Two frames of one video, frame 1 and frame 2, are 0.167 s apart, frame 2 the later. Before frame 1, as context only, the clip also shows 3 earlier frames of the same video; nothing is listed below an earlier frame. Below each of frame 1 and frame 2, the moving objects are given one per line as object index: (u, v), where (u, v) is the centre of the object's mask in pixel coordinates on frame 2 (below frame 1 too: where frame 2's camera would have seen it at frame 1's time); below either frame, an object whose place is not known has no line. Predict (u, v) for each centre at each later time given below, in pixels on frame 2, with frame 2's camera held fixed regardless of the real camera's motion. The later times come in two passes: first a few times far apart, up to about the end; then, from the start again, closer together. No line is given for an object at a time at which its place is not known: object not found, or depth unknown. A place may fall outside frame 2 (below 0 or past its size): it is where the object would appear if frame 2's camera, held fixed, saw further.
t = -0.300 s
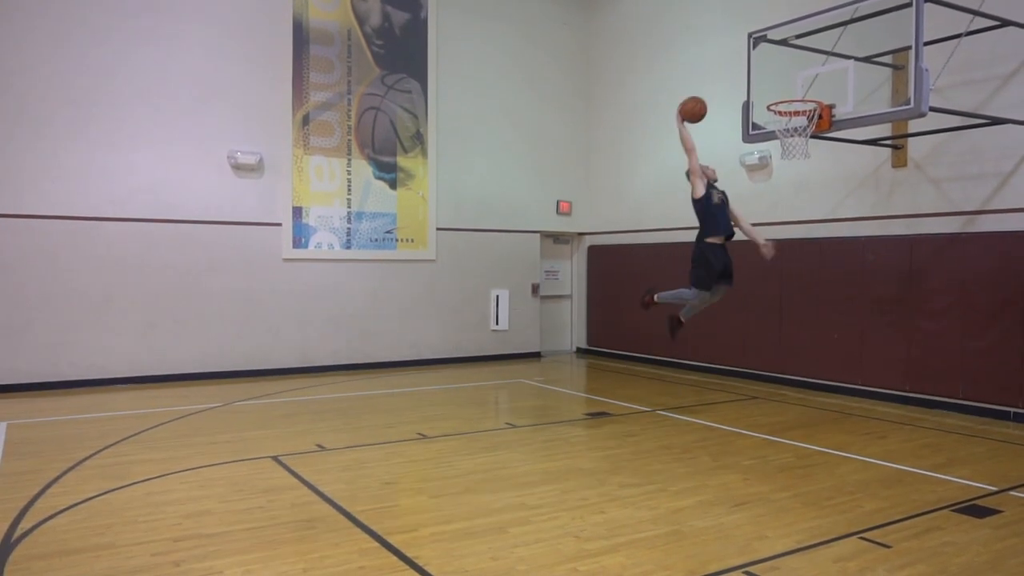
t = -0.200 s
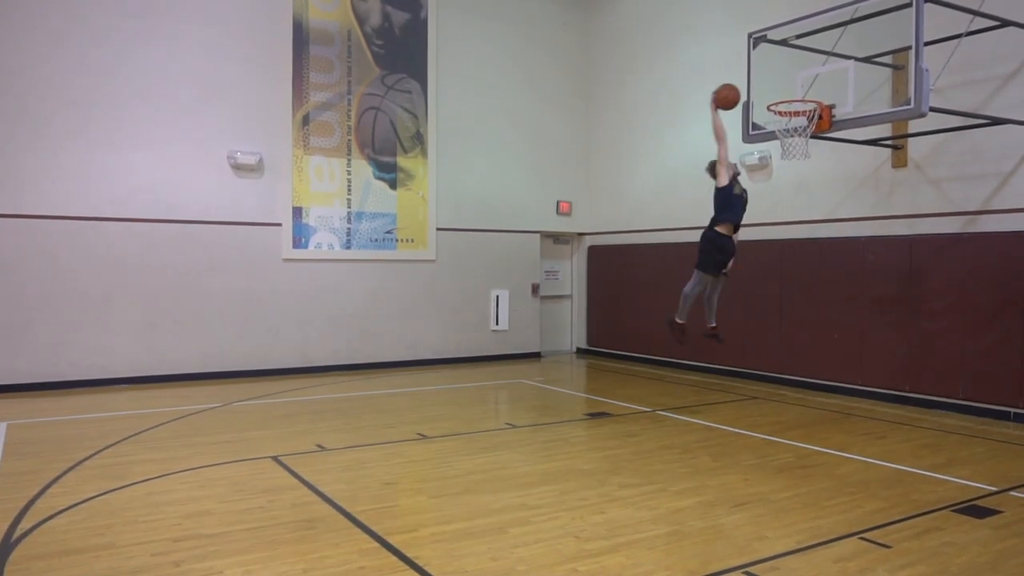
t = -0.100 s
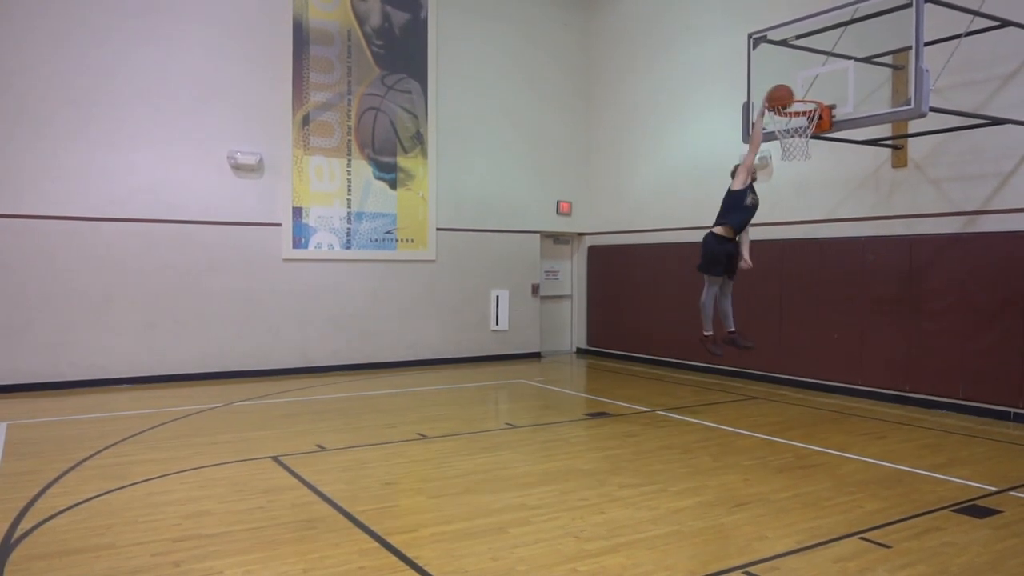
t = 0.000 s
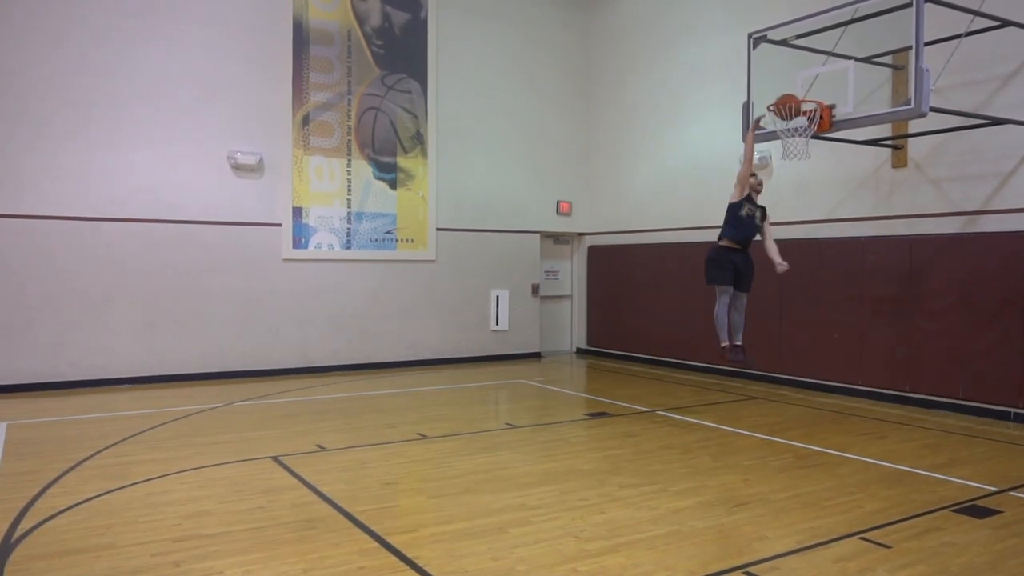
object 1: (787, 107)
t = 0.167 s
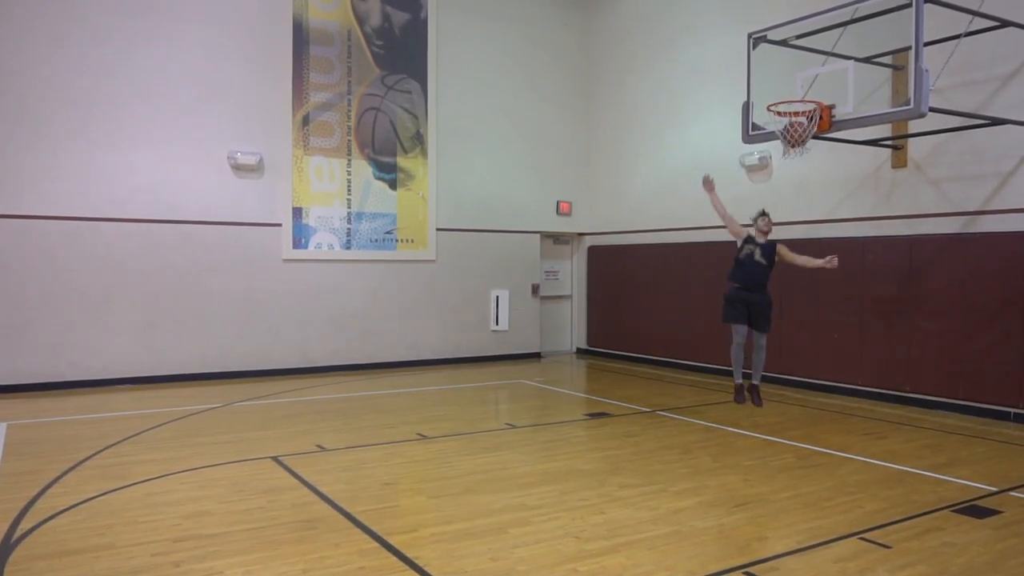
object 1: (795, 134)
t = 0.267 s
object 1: (787, 158)
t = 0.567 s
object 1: (762, 293)
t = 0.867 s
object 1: (737, 390)
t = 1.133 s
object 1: (717, 295)
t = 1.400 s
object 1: (696, 281)
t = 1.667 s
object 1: (674, 353)
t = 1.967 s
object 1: (651, 405)
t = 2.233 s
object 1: (631, 354)
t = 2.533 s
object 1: (606, 403)
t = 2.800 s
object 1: (585, 420)
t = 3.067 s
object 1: (565, 409)
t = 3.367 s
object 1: (541, 444)
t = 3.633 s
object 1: (520, 443)
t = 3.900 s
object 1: (499, 448)
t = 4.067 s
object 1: (487, 465)
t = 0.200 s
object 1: (792, 141)
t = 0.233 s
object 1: (790, 153)
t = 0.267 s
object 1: (787, 158)
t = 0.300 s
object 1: (785, 168)
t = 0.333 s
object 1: (782, 178)
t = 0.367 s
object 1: (779, 191)
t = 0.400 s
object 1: (777, 204)
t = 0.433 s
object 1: (774, 219)
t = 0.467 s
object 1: (771, 236)
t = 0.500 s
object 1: (768, 253)
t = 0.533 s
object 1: (765, 272)
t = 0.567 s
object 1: (762, 293)
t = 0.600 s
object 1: (759, 314)
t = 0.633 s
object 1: (756, 339)
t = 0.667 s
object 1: (753, 363)
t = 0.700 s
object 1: (751, 389)
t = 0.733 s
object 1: (747, 417)
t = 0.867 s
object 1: (737, 390)
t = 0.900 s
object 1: (734, 374)
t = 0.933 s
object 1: (732, 359)
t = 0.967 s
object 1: (729, 345)
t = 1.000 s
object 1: (727, 332)
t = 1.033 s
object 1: (725, 321)
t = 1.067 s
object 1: (722, 311)
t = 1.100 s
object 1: (720, 302)
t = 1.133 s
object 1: (717, 295)
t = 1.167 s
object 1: (714, 288)
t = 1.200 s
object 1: (712, 283)
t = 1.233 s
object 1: (710, 280)
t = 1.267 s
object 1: (707, 277)
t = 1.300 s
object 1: (704, 277)
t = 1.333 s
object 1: (702, 277)
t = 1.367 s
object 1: (699, 278)
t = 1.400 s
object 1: (696, 281)
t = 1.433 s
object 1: (693, 285)
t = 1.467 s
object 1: (691, 291)
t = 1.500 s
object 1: (688, 298)
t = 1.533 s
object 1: (685, 306)
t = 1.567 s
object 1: (683, 316)
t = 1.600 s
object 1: (680, 327)
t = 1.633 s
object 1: (677, 340)
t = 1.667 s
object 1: (674, 353)
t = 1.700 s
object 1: (672, 367)
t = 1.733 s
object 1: (669, 384)
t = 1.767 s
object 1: (666, 402)
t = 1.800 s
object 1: (663, 421)
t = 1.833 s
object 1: (661, 442)
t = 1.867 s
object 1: (659, 444)
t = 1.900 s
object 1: (656, 430)
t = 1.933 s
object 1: (654, 416)
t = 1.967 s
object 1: (651, 405)
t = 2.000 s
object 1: (649, 393)
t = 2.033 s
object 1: (646, 384)
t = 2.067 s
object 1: (644, 375)
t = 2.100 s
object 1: (642, 369)
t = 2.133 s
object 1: (639, 363)
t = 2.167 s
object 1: (636, 358)
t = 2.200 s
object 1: (634, 355)
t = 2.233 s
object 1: (631, 354)
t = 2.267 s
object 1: (628, 354)
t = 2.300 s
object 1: (625, 355)
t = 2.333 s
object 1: (622, 358)
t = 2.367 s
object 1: (620, 362)
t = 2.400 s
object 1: (617, 367)
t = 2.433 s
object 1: (614, 374)
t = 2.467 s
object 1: (612, 381)
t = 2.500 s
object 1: (609, 391)
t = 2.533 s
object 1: (606, 403)
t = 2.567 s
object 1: (603, 415)
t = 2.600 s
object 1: (601, 428)
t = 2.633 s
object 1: (598, 444)
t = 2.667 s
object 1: (595, 459)
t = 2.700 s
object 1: (593, 447)
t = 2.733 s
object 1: (590, 436)
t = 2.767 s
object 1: (588, 428)
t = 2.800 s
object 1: (585, 420)
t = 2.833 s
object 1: (583, 414)
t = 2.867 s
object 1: (580, 409)
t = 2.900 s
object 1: (578, 405)
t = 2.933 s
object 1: (575, 403)
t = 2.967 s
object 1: (572, 402)
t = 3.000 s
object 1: (570, 403)
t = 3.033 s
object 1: (567, 405)
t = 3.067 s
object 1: (565, 409)
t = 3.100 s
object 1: (562, 413)
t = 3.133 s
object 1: (559, 419)
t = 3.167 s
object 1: (556, 427)
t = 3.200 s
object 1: (554, 436)
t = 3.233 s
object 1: (551, 447)
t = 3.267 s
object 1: (548, 459)
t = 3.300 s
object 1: (546, 459)
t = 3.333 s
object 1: (543, 450)
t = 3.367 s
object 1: (541, 444)
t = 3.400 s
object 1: (538, 439)
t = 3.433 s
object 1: (536, 435)
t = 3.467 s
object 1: (533, 433)
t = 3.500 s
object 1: (531, 432)
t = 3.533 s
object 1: (528, 433)
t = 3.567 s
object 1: (525, 434)
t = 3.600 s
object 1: (523, 438)
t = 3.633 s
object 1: (520, 443)
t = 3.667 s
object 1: (517, 449)
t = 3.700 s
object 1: (514, 457)
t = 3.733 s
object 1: (512, 467)
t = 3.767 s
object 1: (509, 461)
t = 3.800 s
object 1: (507, 456)
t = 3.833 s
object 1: (504, 452)
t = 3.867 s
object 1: (502, 449)
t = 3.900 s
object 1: (499, 448)
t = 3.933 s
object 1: (497, 449)
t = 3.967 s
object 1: (494, 451)
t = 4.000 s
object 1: (492, 454)
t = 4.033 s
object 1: (489, 459)
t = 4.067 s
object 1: (487, 465)
